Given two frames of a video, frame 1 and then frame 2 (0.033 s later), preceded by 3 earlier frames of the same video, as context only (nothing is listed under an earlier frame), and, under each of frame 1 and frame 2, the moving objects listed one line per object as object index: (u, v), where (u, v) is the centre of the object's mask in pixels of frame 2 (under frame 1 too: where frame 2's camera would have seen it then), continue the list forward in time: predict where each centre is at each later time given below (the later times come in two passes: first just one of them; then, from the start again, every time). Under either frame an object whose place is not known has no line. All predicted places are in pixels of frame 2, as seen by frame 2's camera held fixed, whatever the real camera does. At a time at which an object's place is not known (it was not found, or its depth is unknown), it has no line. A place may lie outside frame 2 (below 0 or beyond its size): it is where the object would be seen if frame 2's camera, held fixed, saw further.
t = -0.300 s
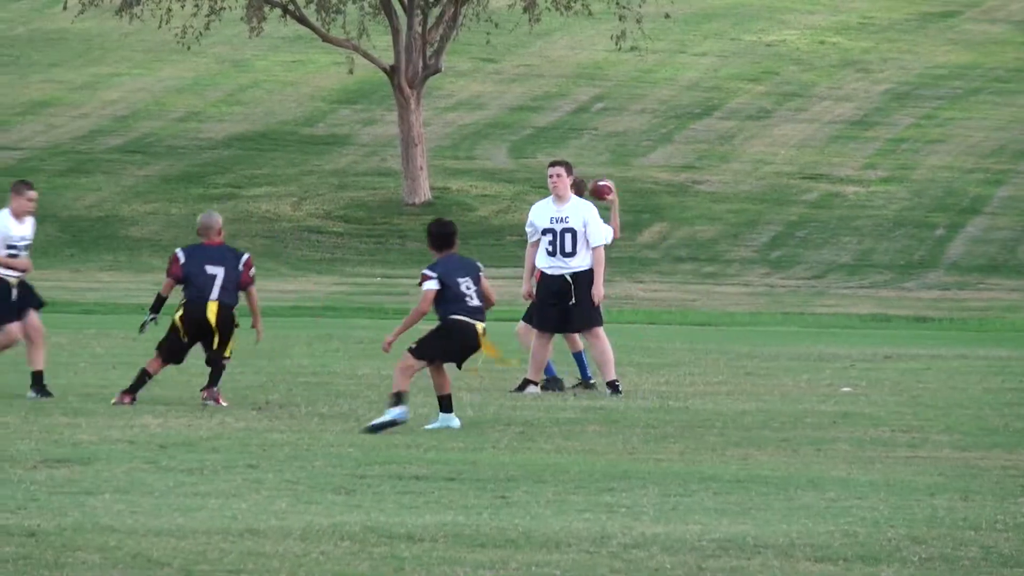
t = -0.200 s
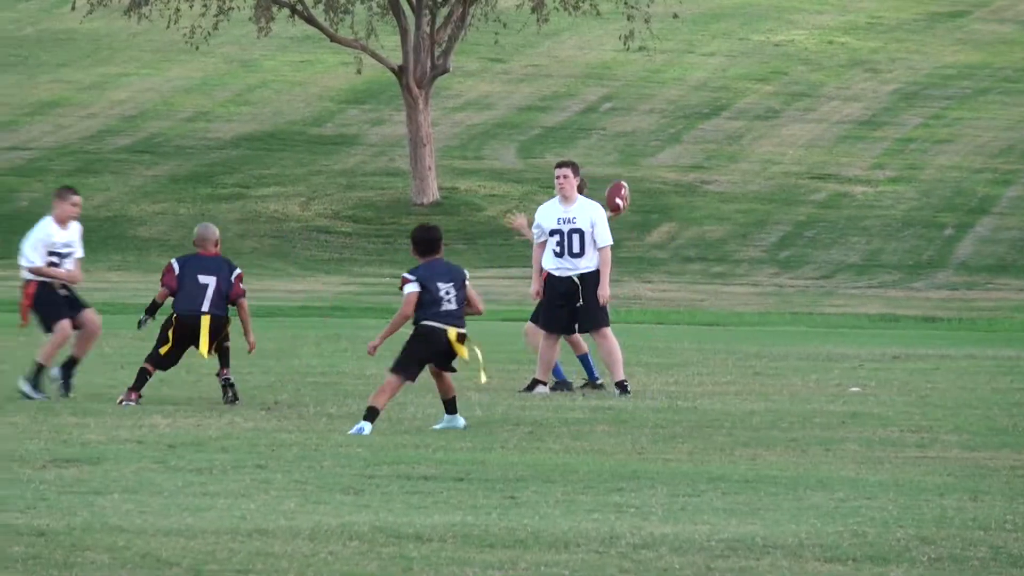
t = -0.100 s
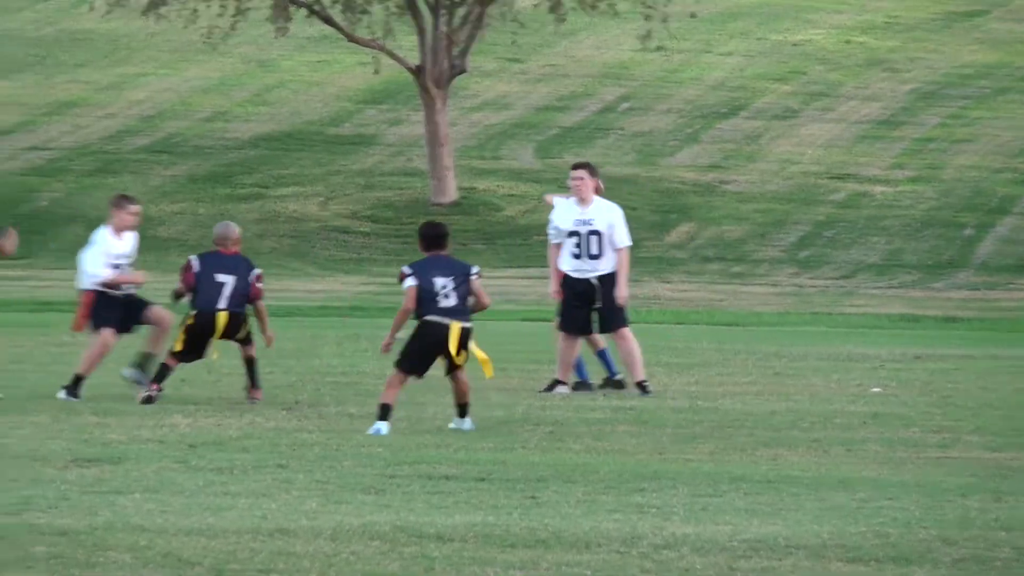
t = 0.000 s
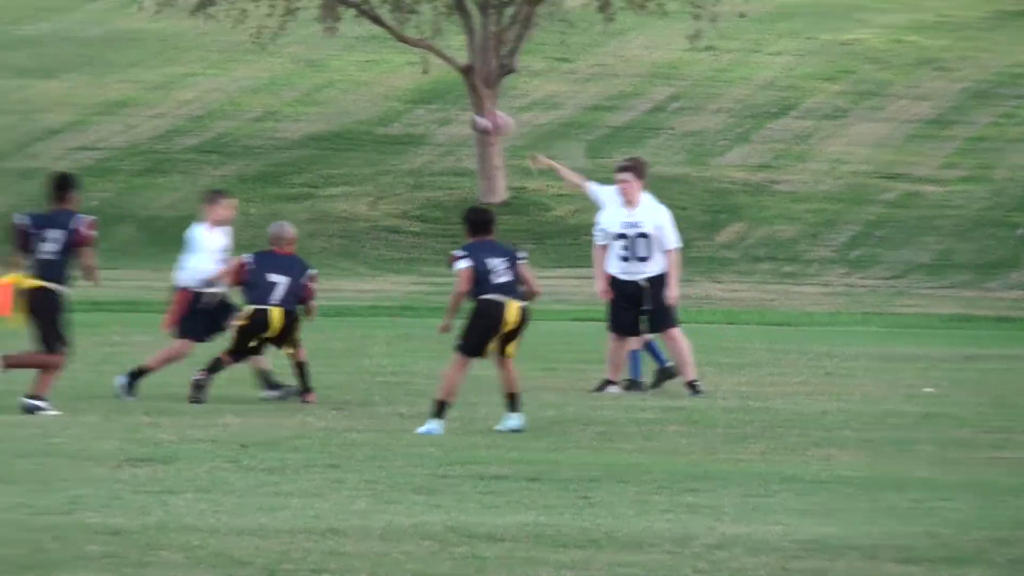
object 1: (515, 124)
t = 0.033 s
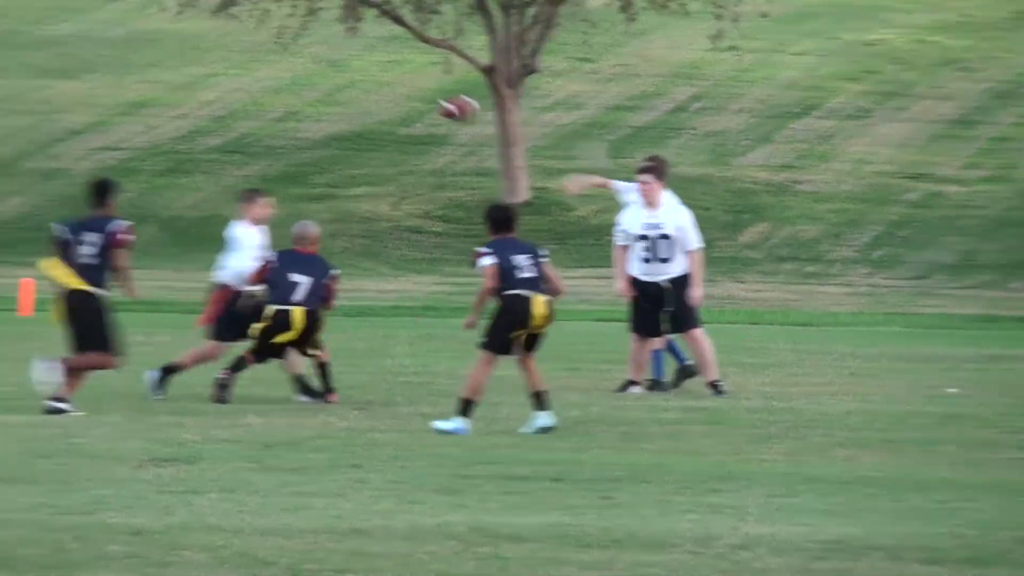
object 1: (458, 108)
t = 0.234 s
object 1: (102, 36)
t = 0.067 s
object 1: (399, 93)
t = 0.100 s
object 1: (341, 80)
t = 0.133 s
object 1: (283, 67)
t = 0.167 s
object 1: (221, 58)
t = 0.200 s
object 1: (161, 45)
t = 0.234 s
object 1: (102, 36)
